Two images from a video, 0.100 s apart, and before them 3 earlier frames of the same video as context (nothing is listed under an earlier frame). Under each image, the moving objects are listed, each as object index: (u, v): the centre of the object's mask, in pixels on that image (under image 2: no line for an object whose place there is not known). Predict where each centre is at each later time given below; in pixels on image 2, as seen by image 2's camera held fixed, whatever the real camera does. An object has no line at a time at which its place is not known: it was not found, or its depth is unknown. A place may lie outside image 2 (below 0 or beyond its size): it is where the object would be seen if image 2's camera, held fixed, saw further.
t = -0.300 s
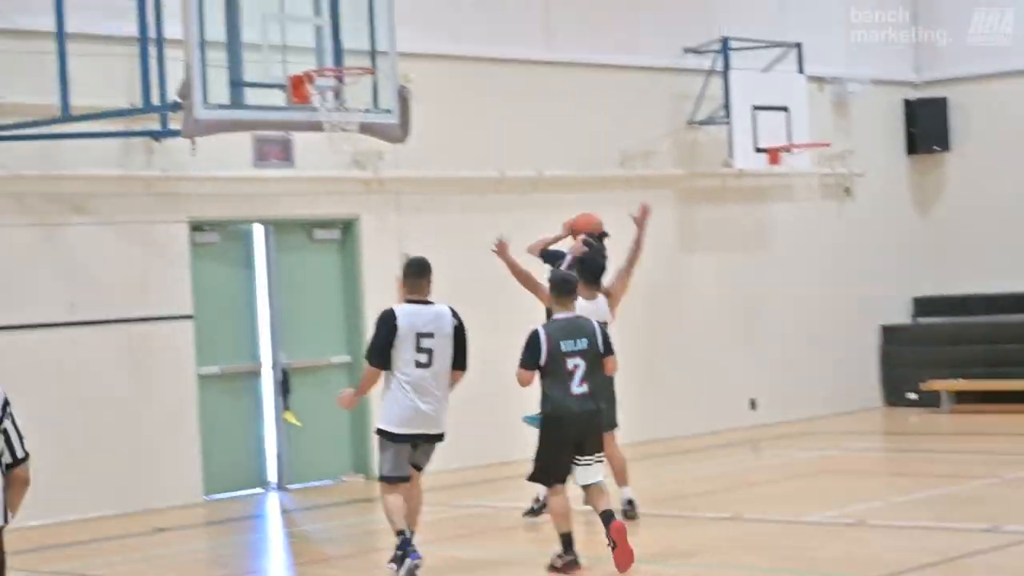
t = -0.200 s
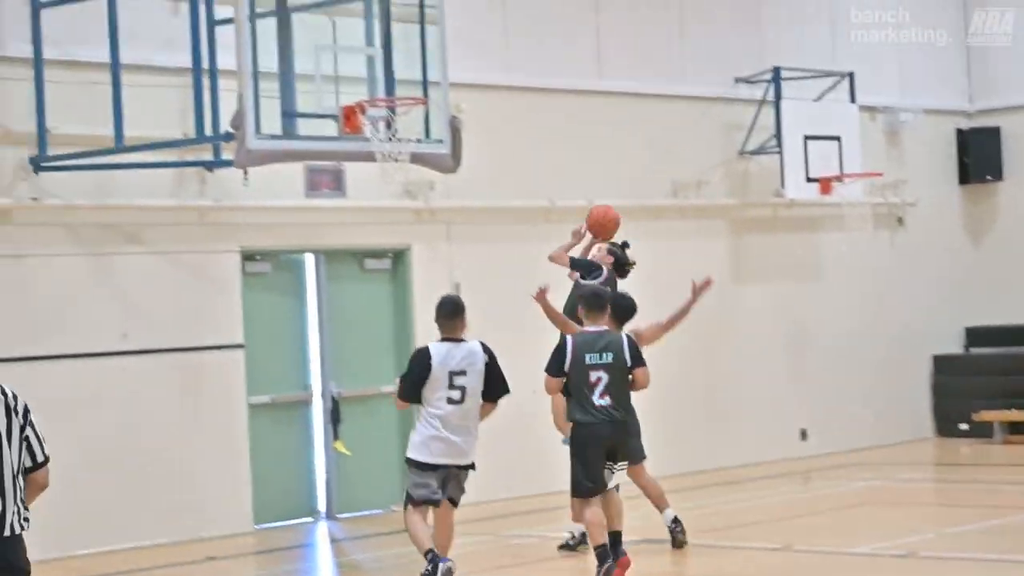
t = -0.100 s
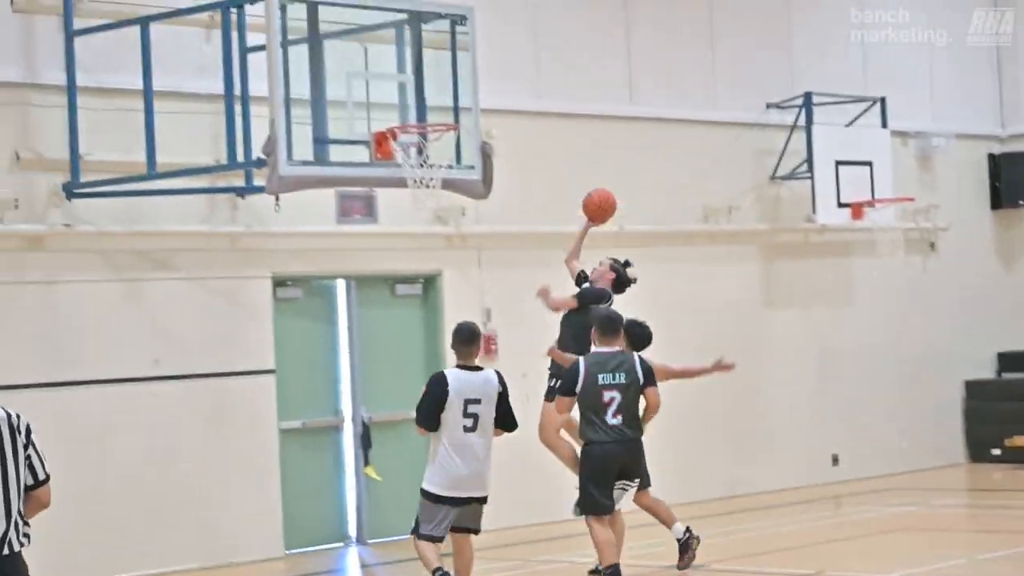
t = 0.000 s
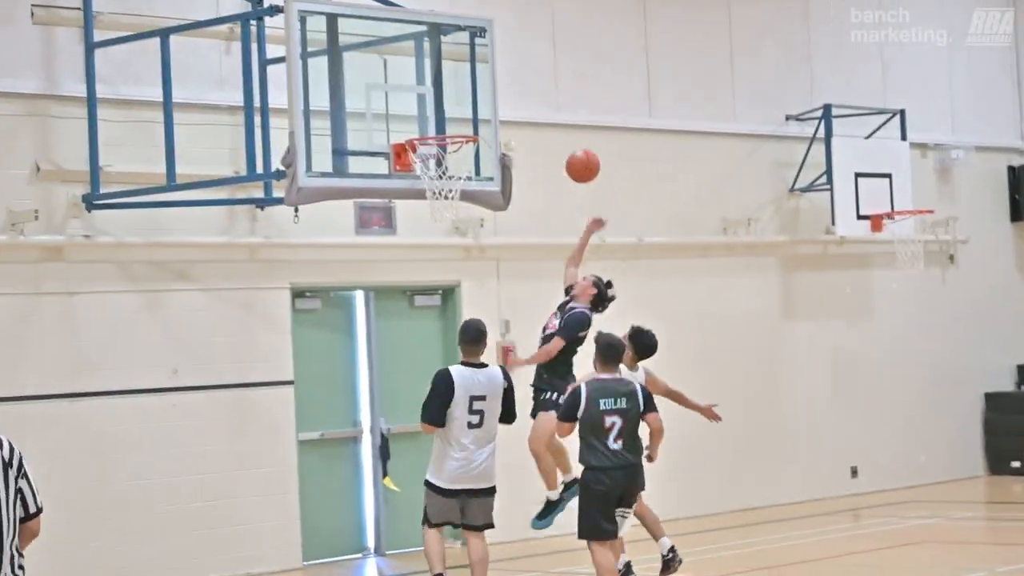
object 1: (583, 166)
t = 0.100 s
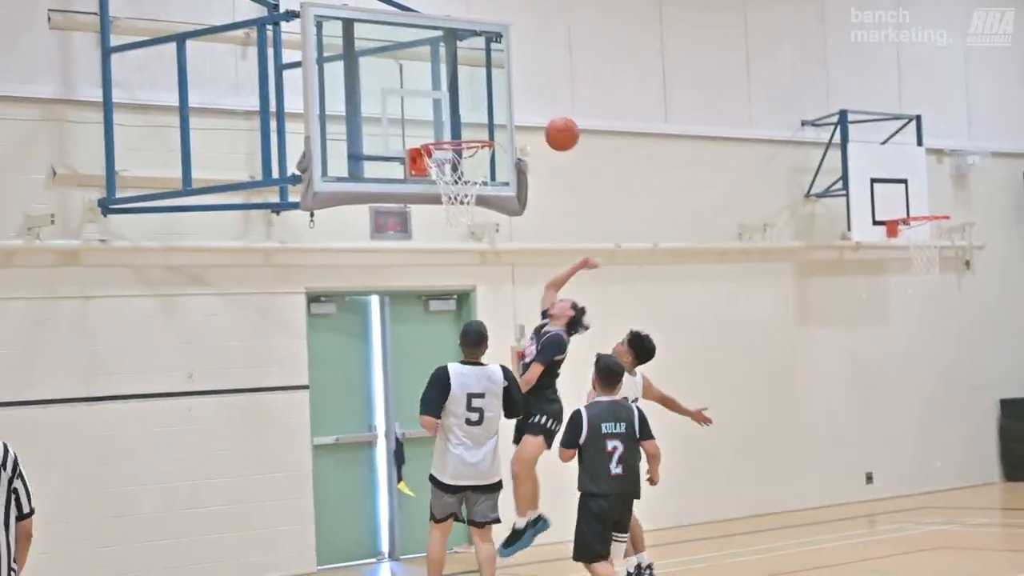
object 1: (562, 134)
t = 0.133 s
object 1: (550, 124)
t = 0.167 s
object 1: (537, 116)
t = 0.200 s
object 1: (525, 110)
